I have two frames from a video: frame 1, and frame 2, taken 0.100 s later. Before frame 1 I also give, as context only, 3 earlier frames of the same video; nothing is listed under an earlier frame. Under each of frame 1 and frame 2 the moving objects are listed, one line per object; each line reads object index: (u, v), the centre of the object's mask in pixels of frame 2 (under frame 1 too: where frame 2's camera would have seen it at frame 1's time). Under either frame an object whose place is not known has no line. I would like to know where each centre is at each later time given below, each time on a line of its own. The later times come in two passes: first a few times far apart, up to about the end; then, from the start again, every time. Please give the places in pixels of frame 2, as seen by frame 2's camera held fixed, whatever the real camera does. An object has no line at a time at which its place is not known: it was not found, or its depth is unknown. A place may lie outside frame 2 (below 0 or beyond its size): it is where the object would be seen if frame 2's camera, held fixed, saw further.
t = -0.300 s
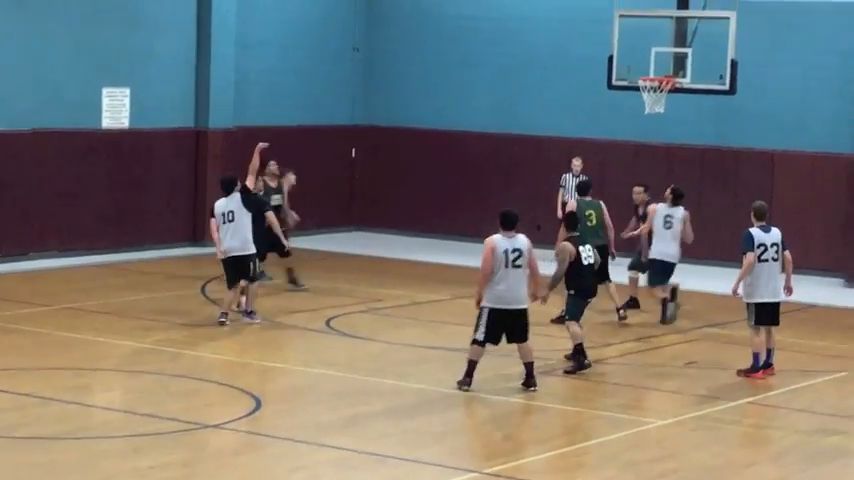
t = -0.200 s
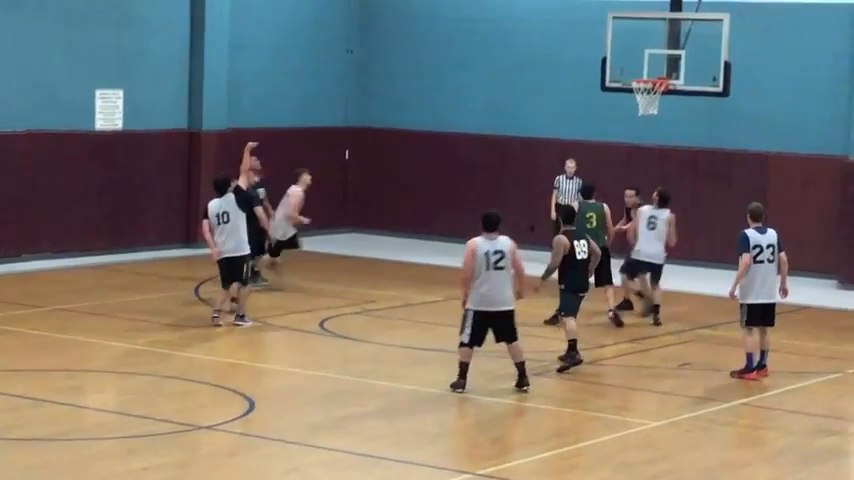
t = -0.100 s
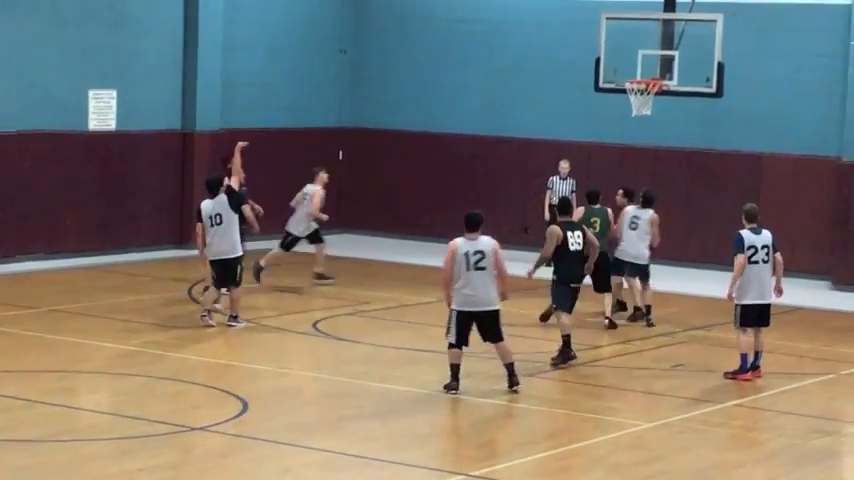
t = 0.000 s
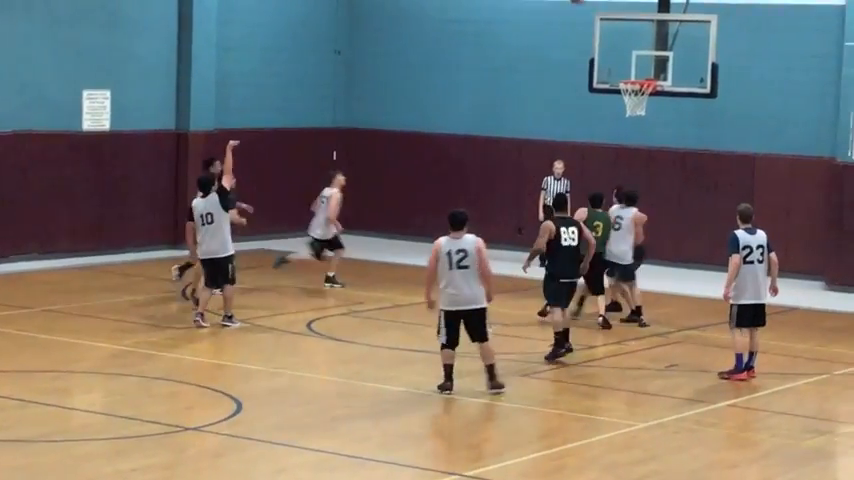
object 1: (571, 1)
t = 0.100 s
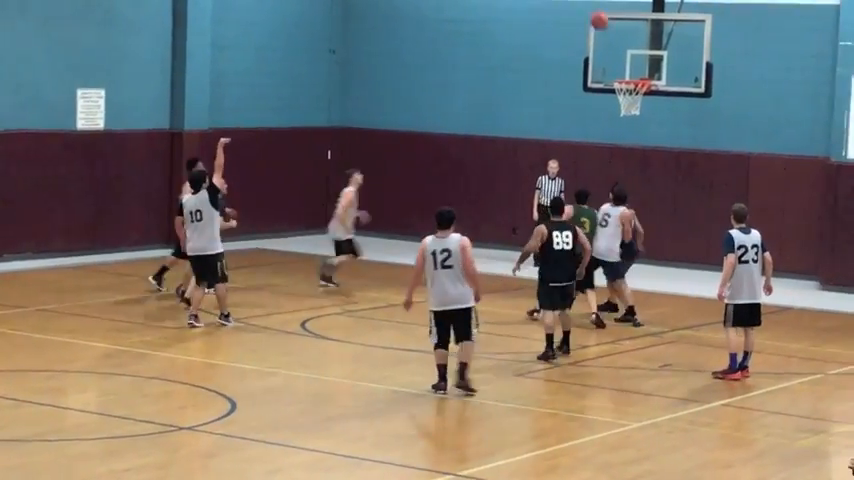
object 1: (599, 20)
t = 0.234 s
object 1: (633, 65)
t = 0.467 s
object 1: (639, 28)
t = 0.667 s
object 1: (636, 15)
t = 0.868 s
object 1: (632, 31)
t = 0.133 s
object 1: (608, 31)
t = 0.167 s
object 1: (616, 41)
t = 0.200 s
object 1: (624, 53)
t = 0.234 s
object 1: (633, 65)
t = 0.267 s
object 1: (640, 71)
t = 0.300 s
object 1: (640, 61)
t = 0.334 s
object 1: (640, 52)
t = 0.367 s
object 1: (640, 45)
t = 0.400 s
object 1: (640, 39)
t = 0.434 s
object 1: (639, 33)
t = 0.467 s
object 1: (639, 28)
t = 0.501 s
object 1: (639, 24)
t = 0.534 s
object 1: (638, 21)
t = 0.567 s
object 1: (638, 18)
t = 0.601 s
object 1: (638, 16)
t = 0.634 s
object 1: (637, 15)
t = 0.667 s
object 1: (636, 15)
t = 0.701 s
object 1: (636, 16)
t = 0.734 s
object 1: (635, 16)
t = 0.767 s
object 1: (634, 19)
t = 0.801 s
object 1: (635, 22)
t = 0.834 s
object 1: (633, 26)
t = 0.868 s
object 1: (632, 31)
